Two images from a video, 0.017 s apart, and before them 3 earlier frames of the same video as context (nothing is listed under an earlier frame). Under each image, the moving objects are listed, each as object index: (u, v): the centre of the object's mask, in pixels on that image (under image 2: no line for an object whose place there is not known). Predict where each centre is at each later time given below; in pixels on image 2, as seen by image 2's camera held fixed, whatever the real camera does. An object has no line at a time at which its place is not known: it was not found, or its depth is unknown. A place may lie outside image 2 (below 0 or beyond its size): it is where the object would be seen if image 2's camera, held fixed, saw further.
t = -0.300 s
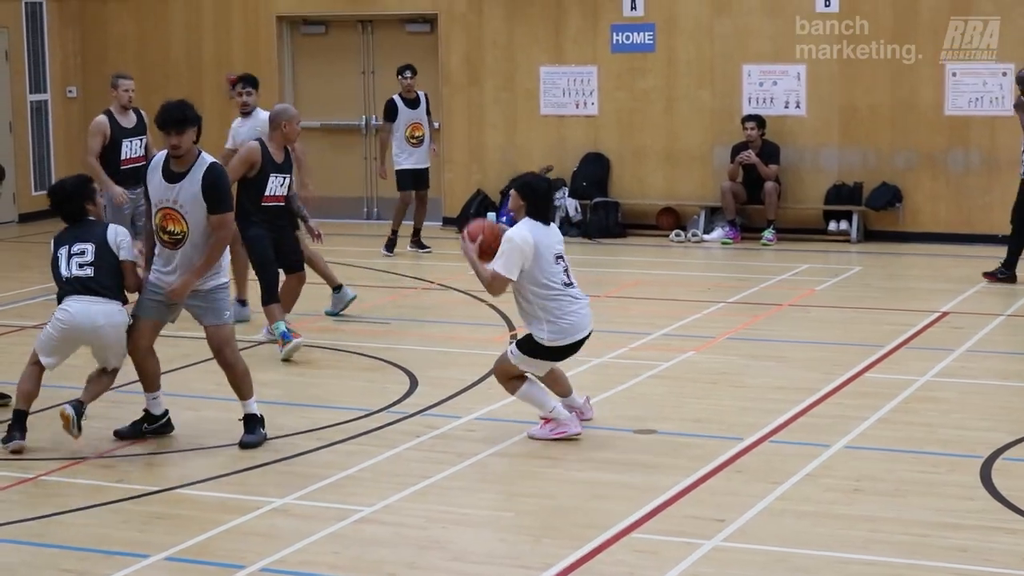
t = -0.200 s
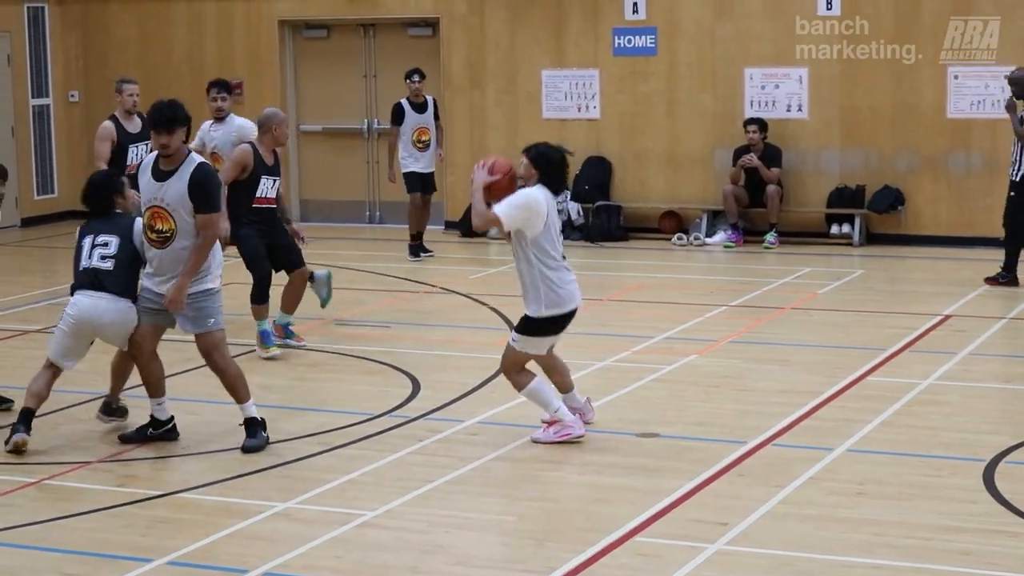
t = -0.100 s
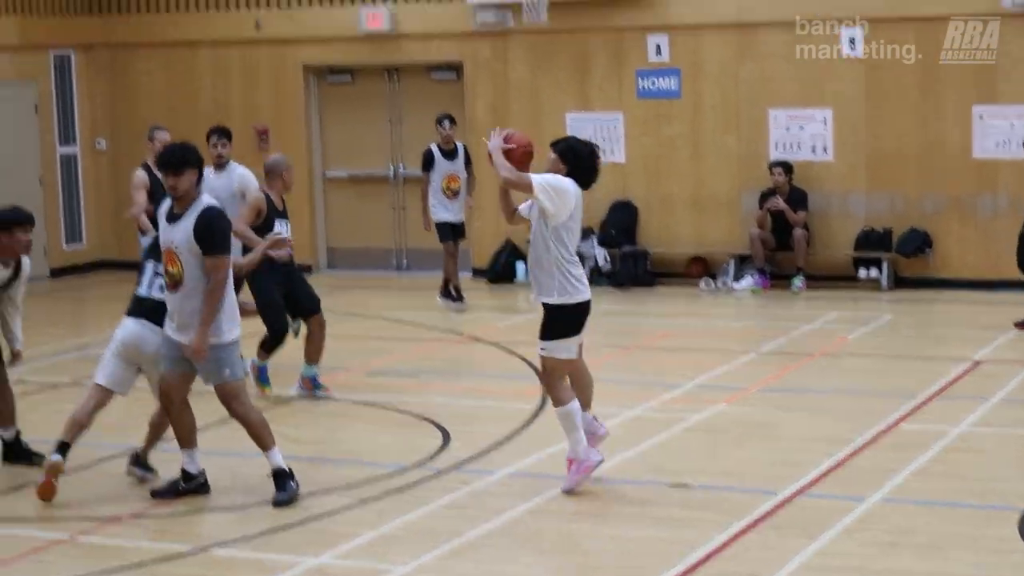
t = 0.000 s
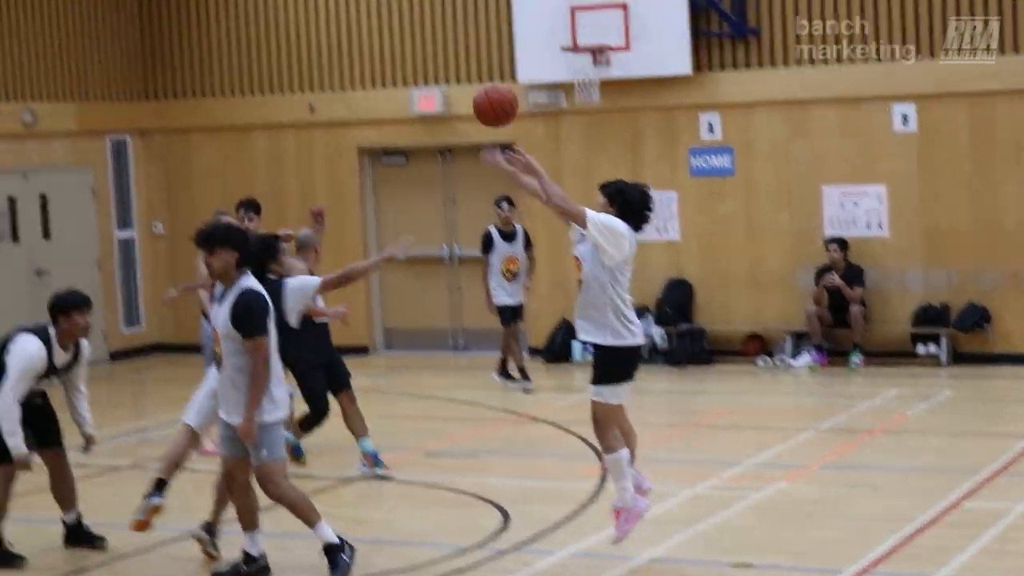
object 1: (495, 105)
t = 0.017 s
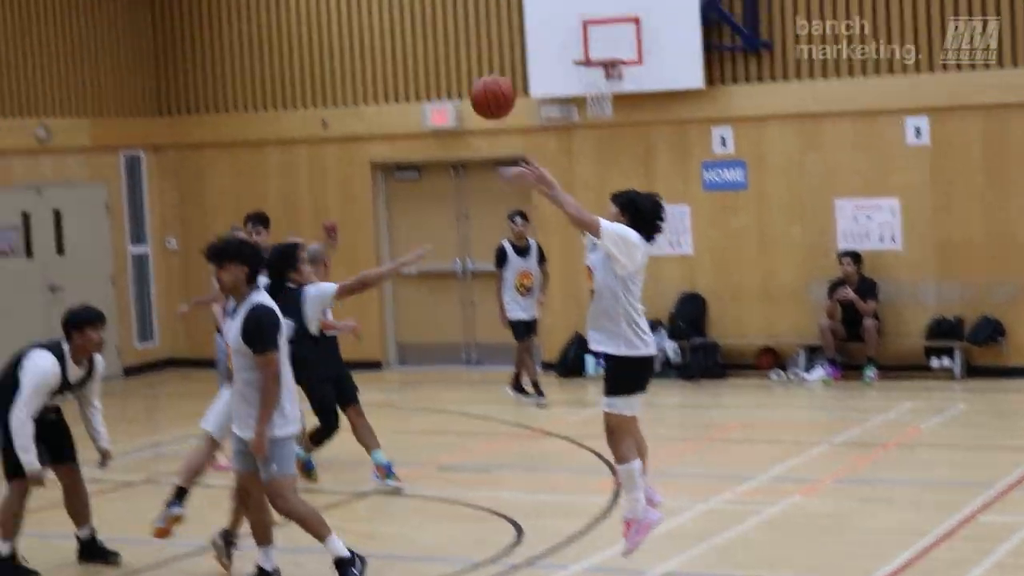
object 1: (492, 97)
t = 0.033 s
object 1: (477, 76)
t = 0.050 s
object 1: (462, 55)
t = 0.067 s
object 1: (447, 36)
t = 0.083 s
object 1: (431, 16)
